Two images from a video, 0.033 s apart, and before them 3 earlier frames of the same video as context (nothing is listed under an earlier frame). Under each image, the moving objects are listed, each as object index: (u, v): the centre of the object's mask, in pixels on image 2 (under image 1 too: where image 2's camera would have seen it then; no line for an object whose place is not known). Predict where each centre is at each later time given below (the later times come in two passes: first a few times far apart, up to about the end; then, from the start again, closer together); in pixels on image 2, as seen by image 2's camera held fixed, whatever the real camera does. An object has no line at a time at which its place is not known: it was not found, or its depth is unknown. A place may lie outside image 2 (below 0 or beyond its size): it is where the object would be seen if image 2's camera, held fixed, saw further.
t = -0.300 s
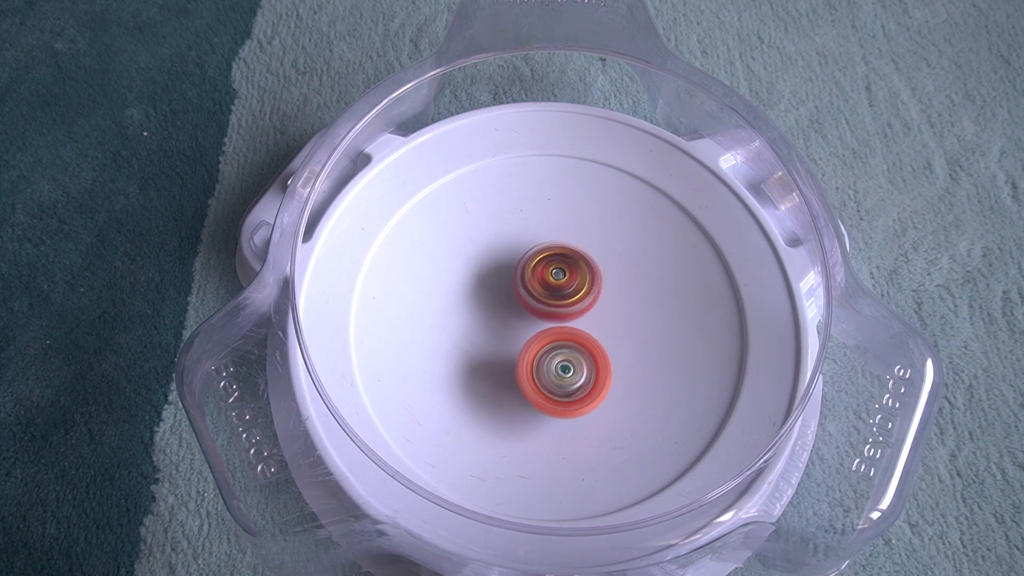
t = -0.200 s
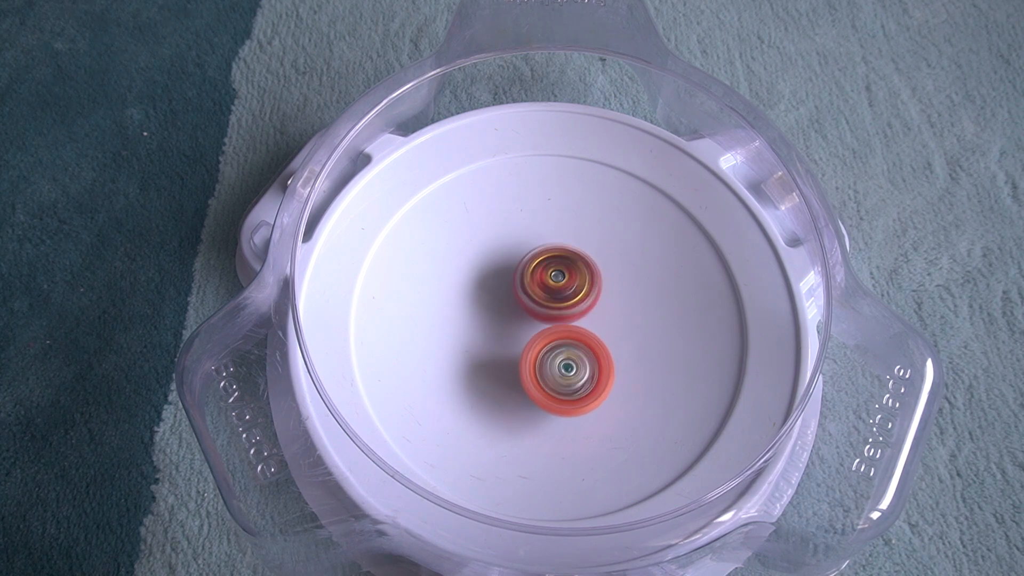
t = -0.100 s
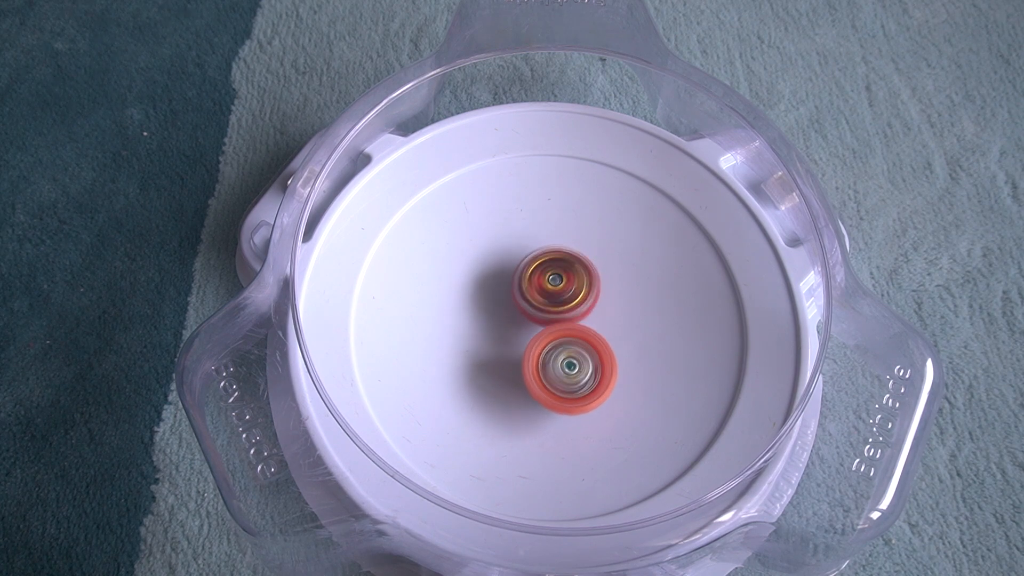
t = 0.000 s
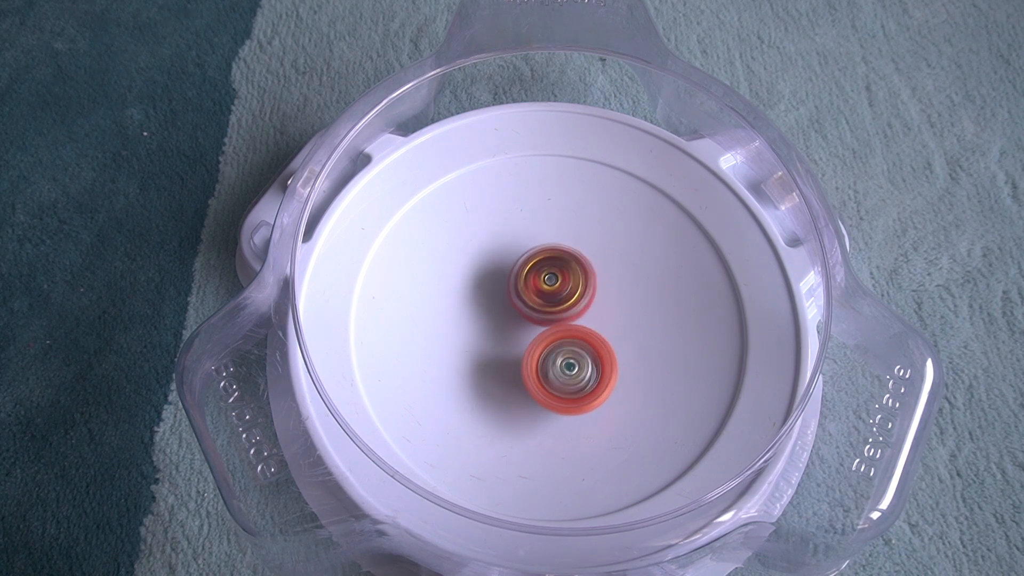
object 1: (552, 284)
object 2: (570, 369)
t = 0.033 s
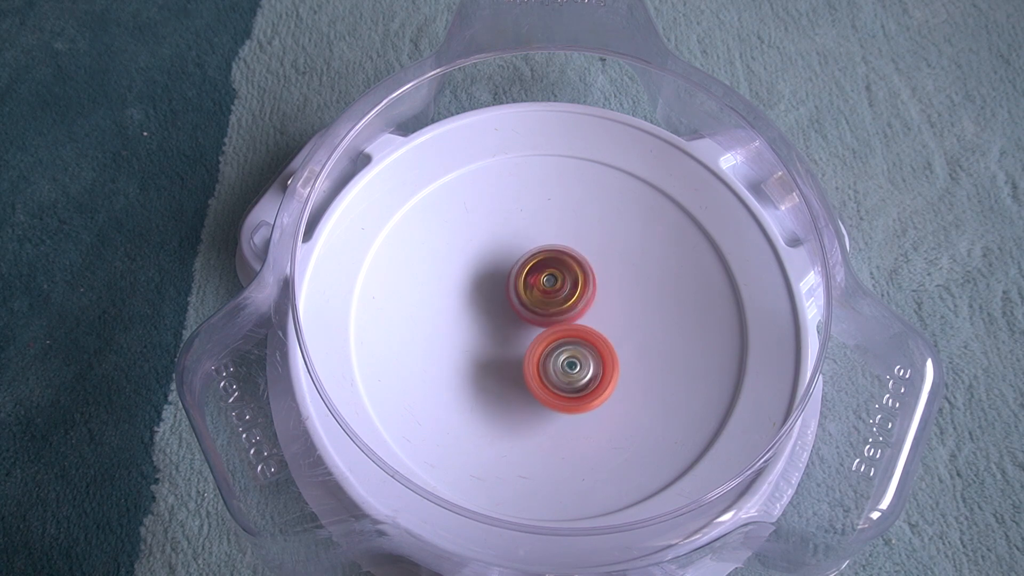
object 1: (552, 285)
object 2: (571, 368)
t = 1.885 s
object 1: (544, 278)
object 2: (579, 359)
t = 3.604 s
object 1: (533, 278)
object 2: (599, 344)
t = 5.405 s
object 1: (511, 281)
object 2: (586, 349)
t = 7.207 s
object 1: (520, 324)
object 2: (615, 321)
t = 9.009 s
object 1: (496, 330)
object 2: (581, 284)
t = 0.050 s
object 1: (551, 286)
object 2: (572, 368)
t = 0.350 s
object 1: (548, 285)
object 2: (571, 369)
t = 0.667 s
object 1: (547, 281)
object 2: (569, 363)
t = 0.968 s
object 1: (546, 279)
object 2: (572, 361)
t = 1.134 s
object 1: (546, 280)
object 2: (571, 361)
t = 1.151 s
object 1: (546, 280)
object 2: (571, 360)
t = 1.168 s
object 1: (546, 280)
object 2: (571, 359)
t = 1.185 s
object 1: (546, 280)
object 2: (572, 359)
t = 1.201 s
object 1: (546, 280)
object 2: (572, 359)
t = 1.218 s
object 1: (546, 280)
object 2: (572, 360)
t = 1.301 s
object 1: (544, 275)
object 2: (572, 364)
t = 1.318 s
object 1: (543, 274)
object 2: (573, 366)
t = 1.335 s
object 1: (542, 273)
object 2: (573, 367)
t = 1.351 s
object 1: (541, 274)
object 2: (574, 368)
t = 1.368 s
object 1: (541, 273)
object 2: (574, 368)
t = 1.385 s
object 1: (540, 274)
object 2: (575, 368)
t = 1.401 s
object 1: (541, 276)
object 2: (575, 368)
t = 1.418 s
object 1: (541, 276)
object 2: (575, 368)
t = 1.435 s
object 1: (541, 277)
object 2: (574, 367)
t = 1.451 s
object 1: (541, 278)
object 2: (575, 366)
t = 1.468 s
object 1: (542, 279)
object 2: (575, 366)
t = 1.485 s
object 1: (543, 280)
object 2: (576, 365)
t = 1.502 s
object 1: (543, 281)
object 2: (576, 364)
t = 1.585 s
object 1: (546, 282)
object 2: (578, 365)
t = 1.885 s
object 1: (544, 278)
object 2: (579, 359)
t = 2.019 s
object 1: (538, 276)
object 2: (581, 363)
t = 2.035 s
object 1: (538, 276)
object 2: (580, 363)
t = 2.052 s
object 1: (537, 276)
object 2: (579, 362)
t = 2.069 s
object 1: (537, 277)
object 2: (579, 361)
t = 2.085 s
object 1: (537, 278)
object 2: (579, 360)
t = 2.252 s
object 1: (540, 282)
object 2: (582, 358)
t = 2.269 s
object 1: (540, 283)
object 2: (582, 358)
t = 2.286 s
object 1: (541, 283)
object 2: (582, 357)
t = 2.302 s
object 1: (541, 284)
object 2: (583, 357)
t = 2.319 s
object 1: (542, 284)
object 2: (582, 358)
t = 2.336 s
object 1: (542, 284)
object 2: (582, 357)
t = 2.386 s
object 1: (543, 283)
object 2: (583, 358)
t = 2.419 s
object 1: (542, 284)
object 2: (583, 358)
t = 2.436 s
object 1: (542, 284)
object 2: (582, 358)
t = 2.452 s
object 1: (543, 284)
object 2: (582, 359)
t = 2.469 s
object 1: (543, 283)
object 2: (582, 362)
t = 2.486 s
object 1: (542, 281)
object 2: (582, 363)
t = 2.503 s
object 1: (542, 280)
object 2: (582, 364)
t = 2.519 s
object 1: (541, 278)
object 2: (583, 366)
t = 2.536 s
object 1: (540, 279)
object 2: (584, 367)
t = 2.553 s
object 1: (540, 279)
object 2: (584, 368)
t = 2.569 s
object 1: (540, 279)
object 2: (585, 368)
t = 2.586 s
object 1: (540, 280)
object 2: (585, 368)
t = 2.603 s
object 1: (541, 280)
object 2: (584, 368)
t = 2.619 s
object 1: (542, 281)
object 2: (584, 367)
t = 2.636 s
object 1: (543, 281)
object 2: (584, 367)
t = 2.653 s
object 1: (544, 282)
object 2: (584, 366)
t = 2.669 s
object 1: (544, 281)
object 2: (584, 365)
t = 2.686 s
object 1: (545, 282)
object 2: (584, 365)
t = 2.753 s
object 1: (547, 282)
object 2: (586, 362)
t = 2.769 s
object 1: (546, 282)
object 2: (586, 361)
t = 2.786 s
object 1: (547, 281)
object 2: (587, 361)
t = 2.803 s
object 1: (547, 282)
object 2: (587, 361)
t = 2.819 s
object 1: (547, 281)
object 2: (588, 360)
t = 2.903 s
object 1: (545, 281)
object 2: (586, 358)
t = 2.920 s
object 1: (545, 281)
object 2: (586, 358)
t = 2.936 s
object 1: (544, 280)
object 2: (586, 358)
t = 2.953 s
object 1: (540, 277)
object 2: (586, 360)
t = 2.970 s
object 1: (539, 275)
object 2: (586, 361)
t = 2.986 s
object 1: (536, 273)
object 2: (586, 361)
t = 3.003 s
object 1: (535, 271)
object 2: (585, 361)
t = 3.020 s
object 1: (533, 272)
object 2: (585, 360)
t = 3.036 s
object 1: (533, 272)
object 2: (585, 359)
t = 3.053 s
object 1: (532, 273)
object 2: (586, 359)
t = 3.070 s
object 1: (532, 274)
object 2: (586, 359)
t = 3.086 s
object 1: (532, 276)
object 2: (587, 359)
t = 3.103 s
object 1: (533, 277)
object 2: (587, 358)
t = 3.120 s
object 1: (533, 278)
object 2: (587, 358)
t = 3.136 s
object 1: (534, 279)
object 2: (586, 357)
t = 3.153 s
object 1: (534, 280)
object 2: (586, 356)
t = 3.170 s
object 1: (536, 282)
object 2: (587, 355)
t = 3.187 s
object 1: (537, 282)
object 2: (587, 354)
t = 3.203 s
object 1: (537, 282)
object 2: (587, 352)
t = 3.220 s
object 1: (538, 283)
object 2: (587, 350)
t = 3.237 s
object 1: (539, 284)
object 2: (588, 349)
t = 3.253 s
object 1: (539, 283)
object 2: (590, 350)
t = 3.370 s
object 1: (541, 281)
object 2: (595, 346)
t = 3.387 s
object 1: (541, 281)
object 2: (595, 346)
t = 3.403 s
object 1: (542, 281)
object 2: (595, 345)
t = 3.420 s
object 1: (541, 280)
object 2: (596, 346)
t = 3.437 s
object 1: (540, 279)
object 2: (598, 348)
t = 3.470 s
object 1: (537, 278)
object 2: (600, 347)
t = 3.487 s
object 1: (535, 277)
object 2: (600, 347)
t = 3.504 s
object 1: (534, 277)
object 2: (600, 348)
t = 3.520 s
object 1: (534, 277)
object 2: (599, 347)
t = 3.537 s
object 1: (533, 277)
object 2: (600, 346)
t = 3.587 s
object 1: (533, 277)
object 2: (599, 345)
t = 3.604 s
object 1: (533, 278)
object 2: (599, 344)
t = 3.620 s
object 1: (533, 277)
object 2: (599, 343)
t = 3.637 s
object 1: (532, 278)
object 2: (599, 342)
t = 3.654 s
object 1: (533, 278)
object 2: (599, 341)
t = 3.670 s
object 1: (532, 279)
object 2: (599, 341)
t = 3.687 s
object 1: (532, 278)
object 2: (599, 340)
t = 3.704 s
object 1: (532, 279)
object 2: (599, 340)
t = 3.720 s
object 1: (532, 278)
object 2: (600, 340)
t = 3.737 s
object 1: (529, 277)
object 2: (602, 341)
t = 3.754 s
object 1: (528, 276)
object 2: (603, 342)
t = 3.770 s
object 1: (525, 275)
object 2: (603, 343)
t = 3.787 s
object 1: (524, 275)
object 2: (602, 343)
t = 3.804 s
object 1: (522, 275)
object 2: (601, 342)
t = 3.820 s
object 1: (522, 277)
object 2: (601, 341)
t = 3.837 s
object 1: (522, 278)
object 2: (601, 340)
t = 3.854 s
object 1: (523, 279)
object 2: (601, 339)
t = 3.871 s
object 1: (523, 281)
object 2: (601, 338)
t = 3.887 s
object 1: (524, 283)
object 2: (601, 337)
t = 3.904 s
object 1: (526, 284)
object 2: (601, 337)
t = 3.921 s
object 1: (527, 285)
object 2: (602, 336)
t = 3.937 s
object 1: (528, 286)
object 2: (604, 337)
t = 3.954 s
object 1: (530, 286)
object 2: (604, 338)
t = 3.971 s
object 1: (530, 285)
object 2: (606, 338)
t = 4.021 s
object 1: (533, 287)
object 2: (605, 339)
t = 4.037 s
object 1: (533, 286)
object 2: (605, 338)
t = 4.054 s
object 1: (534, 287)
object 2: (605, 337)
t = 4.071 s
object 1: (534, 285)
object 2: (606, 337)
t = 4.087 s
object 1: (534, 285)
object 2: (608, 338)
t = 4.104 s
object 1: (534, 283)
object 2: (608, 338)
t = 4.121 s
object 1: (533, 283)
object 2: (608, 339)
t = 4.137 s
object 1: (534, 282)
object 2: (607, 339)
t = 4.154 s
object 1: (533, 281)
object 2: (607, 338)
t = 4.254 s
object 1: (533, 280)
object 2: (610, 336)
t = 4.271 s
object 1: (533, 281)
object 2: (610, 336)
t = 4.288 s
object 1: (534, 281)
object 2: (609, 336)
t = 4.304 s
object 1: (533, 281)
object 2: (609, 336)
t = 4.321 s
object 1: (534, 281)
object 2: (609, 336)
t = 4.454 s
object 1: (534, 282)
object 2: (609, 335)
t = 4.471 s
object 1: (534, 283)
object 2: (608, 334)
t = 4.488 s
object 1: (534, 283)
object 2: (608, 333)
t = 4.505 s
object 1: (534, 284)
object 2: (608, 333)
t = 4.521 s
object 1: (533, 284)
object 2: (607, 333)
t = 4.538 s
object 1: (530, 284)
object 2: (609, 335)
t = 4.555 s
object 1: (529, 283)
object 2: (610, 336)
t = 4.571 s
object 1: (527, 283)
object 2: (610, 337)
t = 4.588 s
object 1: (526, 283)
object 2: (610, 337)
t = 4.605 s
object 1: (525, 283)
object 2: (608, 337)
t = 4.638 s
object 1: (526, 284)
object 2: (606, 335)
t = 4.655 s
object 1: (527, 285)
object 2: (605, 334)
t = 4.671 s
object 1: (527, 286)
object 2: (605, 333)
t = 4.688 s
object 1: (524, 284)
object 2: (609, 336)
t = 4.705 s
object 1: (519, 280)
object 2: (612, 339)
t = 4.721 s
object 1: (515, 277)
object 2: (615, 340)
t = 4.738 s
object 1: (511, 274)
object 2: (617, 342)
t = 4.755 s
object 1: (507, 272)
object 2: (618, 345)
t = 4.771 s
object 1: (504, 269)
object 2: (618, 346)
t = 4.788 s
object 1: (501, 267)
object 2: (620, 347)
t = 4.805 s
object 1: (500, 265)
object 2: (620, 348)
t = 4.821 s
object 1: (498, 264)
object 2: (620, 349)
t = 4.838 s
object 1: (497, 263)
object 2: (619, 349)
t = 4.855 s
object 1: (496, 262)
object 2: (618, 349)
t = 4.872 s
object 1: (496, 262)
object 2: (618, 349)
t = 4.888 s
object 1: (496, 262)
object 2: (618, 349)
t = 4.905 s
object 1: (496, 262)
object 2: (617, 349)
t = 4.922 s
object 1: (497, 264)
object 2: (616, 349)
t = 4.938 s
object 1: (499, 264)
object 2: (615, 349)
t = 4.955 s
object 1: (500, 265)
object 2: (614, 349)
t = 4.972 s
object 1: (502, 266)
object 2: (612, 350)
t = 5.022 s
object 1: (509, 269)
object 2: (606, 350)
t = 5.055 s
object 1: (513, 271)
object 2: (601, 350)
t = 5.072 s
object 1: (515, 271)
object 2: (597, 349)
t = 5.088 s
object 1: (517, 273)
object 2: (593, 348)
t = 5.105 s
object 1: (519, 272)
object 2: (591, 347)
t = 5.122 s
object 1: (520, 273)
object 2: (588, 345)
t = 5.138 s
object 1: (522, 273)
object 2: (585, 344)
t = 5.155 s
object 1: (522, 274)
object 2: (583, 343)
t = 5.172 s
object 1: (523, 275)
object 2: (580, 341)
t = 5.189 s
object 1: (522, 275)
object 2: (578, 339)
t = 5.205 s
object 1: (521, 276)
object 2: (577, 339)
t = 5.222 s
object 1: (520, 275)
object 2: (577, 338)
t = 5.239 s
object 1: (518, 275)
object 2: (577, 339)
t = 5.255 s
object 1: (518, 275)
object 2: (578, 339)
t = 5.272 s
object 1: (517, 276)
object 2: (578, 340)
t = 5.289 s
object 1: (517, 277)
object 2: (578, 340)
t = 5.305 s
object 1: (517, 277)
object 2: (578, 340)
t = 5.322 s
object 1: (517, 279)
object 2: (579, 340)
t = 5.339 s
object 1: (518, 280)
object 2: (579, 340)
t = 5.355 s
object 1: (517, 282)
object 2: (578, 339)
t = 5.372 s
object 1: (517, 284)
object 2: (581, 341)
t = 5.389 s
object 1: (514, 282)
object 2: (584, 346)
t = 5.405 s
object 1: (511, 281)
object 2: (586, 349)
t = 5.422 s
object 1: (509, 280)
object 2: (587, 350)
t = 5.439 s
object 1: (507, 280)
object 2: (588, 350)
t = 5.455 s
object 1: (507, 281)
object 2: (588, 351)
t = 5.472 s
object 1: (507, 281)
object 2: (588, 350)
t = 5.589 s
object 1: (509, 293)
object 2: (584, 347)
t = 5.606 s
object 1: (509, 296)
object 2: (583, 346)
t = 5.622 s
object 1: (508, 299)
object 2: (583, 345)
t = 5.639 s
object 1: (508, 301)
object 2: (583, 345)
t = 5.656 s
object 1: (507, 303)
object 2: (585, 346)
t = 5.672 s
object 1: (507, 305)
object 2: (585, 347)
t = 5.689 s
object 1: (507, 307)
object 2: (584, 347)
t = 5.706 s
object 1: (505, 309)
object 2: (583, 348)
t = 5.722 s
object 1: (503, 310)
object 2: (584, 349)
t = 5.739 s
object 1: (501, 311)
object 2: (585, 350)
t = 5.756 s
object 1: (499, 312)
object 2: (585, 351)
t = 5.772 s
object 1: (499, 313)
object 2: (586, 351)
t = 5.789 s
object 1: (498, 314)
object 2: (585, 352)
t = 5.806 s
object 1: (499, 316)
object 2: (585, 352)
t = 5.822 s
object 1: (500, 316)
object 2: (584, 352)
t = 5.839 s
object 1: (500, 318)
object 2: (585, 352)
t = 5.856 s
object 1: (501, 319)
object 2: (585, 352)
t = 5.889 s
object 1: (501, 322)
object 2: (585, 352)
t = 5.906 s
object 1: (501, 323)
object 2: (586, 351)
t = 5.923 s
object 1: (501, 324)
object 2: (587, 351)
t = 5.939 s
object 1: (501, 325)
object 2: (589, 351)
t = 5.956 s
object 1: (500, 325)
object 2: (590, 351)
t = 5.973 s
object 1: (498, 326)
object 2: (591, 351)
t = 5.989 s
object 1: (500, 327)
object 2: (592, 351)
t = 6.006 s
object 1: (501, 327)
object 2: (592, 351)
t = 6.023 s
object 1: (501, 328)
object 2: (593, 350)
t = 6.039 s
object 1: (503, 329)
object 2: (594, 349)
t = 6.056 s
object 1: (504, 330)
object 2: (595, 349)
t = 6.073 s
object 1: (505, 331)
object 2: (595, 349)
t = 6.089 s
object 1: (507, 332)
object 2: (594, 348)
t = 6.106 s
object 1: (508, 332)
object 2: (593, 348)
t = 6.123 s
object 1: (508, 334)
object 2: (592, 347)
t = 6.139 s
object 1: (508, 335)
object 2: (595, 346)
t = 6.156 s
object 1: (503, 335)
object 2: (599, 345)
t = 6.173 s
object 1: (501, 336)
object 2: (602, 344)
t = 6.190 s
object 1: (500, 335)
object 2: (603, 344)
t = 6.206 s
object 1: (498, 335)
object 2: (604, 343)
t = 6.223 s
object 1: (497, 335)
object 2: (603, 341)
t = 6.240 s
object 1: (498, 334)
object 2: (603, 339)
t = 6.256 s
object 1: (497, 334)
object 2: (602, 336)
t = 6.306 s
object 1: (498, 334)
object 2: (604, 332)
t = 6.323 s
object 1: (499, 333)
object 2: (604, 331)
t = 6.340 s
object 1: (500, 334)
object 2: (604, 330)
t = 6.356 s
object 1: (501, 333)
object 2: (605, 329)
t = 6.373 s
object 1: (502, 333)
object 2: (605, 328)
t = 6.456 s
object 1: (509, 337)
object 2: (604, 328)
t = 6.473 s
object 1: (510, 339)
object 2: (603, 328)
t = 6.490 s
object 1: (511, 339)
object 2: (602, 328)
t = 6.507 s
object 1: (509, 340)
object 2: (606, 328)
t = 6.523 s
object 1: (505, 340)
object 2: (608, 329)
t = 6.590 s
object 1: (496, 338)
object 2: (610, 331)
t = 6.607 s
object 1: (496, 337)
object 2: (609, 330)
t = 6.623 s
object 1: (495, 338)
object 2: (609, 329)
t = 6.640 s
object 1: (494, 337)
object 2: (610, 329)
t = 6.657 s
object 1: (494, 336)
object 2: (610, 329)
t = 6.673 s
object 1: (495, 336)
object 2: (611, 329)
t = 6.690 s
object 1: (495, 337)
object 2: (611, 329)
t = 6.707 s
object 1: (496, 336)
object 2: (610, 329)
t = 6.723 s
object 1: (499, 337)
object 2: (610, 329)
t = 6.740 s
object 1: (500, 337)
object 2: (609, 329)
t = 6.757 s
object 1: (502, 336)
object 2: (609, 329)
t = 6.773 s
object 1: (505, 336)
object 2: (608, 328)
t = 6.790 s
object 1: (508, 337)
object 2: (607, 329)
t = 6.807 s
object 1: (511, 337)
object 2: (606, 329)
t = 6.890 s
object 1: (512, 333)
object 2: (612, 331)
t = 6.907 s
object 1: (513, 334)
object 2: (613, 330)
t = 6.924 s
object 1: (514, 333)
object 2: (613, 330)
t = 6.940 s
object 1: (515, 332)
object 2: (613, 330)
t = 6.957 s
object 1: (517, 333)
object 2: (614, 329)
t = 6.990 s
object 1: (520, 331)
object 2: (616, 329)
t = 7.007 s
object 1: (523, 330)
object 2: (616, 329)
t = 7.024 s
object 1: (524, 329)
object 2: (615, 328)
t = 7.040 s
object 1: (522, 327)
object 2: (617, 328)
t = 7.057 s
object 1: (522, 327)
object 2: (619, 327)
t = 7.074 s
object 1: (522, 326)
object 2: (621, 327)
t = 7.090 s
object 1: (521, 325)
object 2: (621, 328)
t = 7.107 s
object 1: (521, 325)
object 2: (621, 328)
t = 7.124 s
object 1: (521, 325)
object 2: (620, 327)
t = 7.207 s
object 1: (520, 324)
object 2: (615, 321)
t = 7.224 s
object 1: (519, 324)
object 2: (615, 320)
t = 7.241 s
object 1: (519, 325)
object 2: (614, 319)
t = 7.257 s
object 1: (518, 325)
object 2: (613, 318)
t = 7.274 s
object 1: (517, 325)
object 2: (614, 317)
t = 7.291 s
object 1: (513, 324)
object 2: (618, 317)
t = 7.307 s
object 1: (510, 324)
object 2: (621, 318)
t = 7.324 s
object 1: (507, 322)
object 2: (622, 319)
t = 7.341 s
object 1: (505, 320)
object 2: (621, 319)
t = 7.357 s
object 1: (503, 318)
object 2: (620, 320)
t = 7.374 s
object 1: (501, 316)
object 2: (618, 320)
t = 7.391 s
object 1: (500, 315)
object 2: (616, 320)
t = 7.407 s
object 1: (498, 314)
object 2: (614, 318)
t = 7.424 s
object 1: (498, 314)
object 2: (613, 317)
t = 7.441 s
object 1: (498, 313)
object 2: (612, 316)
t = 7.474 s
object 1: (498, 312)
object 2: (611, 315)
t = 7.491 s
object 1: (498, 312)
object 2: (610, 314)
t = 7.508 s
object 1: (499, 312)
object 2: (610, 314)
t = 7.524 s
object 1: (499, 313)
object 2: (609, 314)
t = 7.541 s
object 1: (501, 314)
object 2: (609, 313)
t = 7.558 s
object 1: (503, 314)
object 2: (609, 313)
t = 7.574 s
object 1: (505, 313)
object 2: (608, 312)
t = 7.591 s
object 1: (507, 312)
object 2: (607, 312)
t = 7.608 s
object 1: (508, 311)
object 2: (606, 311)
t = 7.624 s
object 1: (509, 309)
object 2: (605, 311)
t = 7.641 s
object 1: (510, 308)
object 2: (604, 310)
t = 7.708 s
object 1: (512, 301)
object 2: (602, 306)
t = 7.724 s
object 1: (513, 300)
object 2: (600, 305)
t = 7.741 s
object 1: (512, 299)
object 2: (598, 303)
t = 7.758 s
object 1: (511, 299)
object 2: (597, 301)
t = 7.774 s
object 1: (509, 300)
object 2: (598, 300)
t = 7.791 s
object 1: (507, 302)
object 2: (601, 299)
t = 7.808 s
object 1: (504, 303)
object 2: (602, 299)
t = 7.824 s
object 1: (502, 304)
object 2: (602, 298)
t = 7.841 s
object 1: (500, 307)
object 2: (601, 296)
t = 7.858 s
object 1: (500, 310)
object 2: (600, 295)
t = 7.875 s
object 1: (500, 312)
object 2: (600, 294)
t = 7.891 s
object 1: (501, 314)
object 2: (600, 293)
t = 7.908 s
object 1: (502, 316)
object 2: (600, 292)
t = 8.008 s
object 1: (515, 318)
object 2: (597, 288)
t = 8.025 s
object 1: (515, 319)
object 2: (598, 287)
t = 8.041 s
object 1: (515, 319)
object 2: (600, 286)
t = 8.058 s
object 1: (514, 320)
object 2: (601, 286)
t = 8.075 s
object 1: (514, 320)
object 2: (601, 287)
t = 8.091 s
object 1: (516, 321)
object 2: (600, 289)
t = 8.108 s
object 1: (515, 322)
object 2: (599, 290)
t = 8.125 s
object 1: (514, 322)
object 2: (599, 290)
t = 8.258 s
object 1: (502, 323)
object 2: (598, 290)
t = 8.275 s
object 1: (501, 323)
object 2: (597, 289)
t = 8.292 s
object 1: (500, 323)
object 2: (597, 290)
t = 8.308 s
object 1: (499, 324)
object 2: (595, 290)
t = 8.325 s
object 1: (499, 325)
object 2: (594, 289)
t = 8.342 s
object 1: (499, 326)
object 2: (593, 289)
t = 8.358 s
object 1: (499, 326)
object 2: (591, 288)
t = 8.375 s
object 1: (498, 326)
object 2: (589, 288)
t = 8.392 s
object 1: (498, 326)
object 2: (586, 288)
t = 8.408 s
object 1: (498, 326)
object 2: (584, 287)
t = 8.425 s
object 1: (499, 326)
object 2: (582, 287)
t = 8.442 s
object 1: (499, 325)
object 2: (580, 285)
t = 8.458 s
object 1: (498, 324)
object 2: (580, 284)
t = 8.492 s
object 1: (499, 324)
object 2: (577, 282)
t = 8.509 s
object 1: (500, 323)
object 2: (576, 281)
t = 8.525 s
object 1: (501, 322)
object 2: (574, 279)
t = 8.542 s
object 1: (500, 321)
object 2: (574, 278)
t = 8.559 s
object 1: (497, 321)
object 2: (576, 277)
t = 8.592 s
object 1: (496, 320)
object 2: (579, 276)
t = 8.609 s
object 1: (496, 320)
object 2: (579, 275)
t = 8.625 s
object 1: (498, 319)
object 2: (579, 274)
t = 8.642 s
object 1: (499, 319)
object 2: (578, 274)
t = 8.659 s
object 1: (500, 318)
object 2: (579, 274)
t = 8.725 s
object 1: (505, 322)
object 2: (578, 277)
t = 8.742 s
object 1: (506, 322)
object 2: (577, 278)
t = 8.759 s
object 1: (507, 322)
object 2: (576, 277)
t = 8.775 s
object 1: (507, 322)
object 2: (577, 277)
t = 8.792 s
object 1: (506, 322)
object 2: (578, 277)
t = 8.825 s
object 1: (503, 325)
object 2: (580, 276)
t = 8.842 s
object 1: (502, 326)
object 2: (581, 276)
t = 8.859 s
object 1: (501, 325)
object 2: (582, 277)
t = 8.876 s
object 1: (500, 325)
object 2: (582, 278)
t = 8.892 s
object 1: (500, 324)
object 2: (581, 278)
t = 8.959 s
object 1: (500, 326)
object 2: (580, 283)
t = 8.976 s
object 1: (498, 327)
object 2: (580, 283)
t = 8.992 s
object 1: (496, 328)
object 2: (581, 283)
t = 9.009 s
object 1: (496, 330)
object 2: (581, 284)
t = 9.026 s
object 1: (496, 331)
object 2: (579, 284)
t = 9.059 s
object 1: (496, 333)
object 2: (578, 284)
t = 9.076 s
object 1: (496, 334)
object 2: (577, 283)
